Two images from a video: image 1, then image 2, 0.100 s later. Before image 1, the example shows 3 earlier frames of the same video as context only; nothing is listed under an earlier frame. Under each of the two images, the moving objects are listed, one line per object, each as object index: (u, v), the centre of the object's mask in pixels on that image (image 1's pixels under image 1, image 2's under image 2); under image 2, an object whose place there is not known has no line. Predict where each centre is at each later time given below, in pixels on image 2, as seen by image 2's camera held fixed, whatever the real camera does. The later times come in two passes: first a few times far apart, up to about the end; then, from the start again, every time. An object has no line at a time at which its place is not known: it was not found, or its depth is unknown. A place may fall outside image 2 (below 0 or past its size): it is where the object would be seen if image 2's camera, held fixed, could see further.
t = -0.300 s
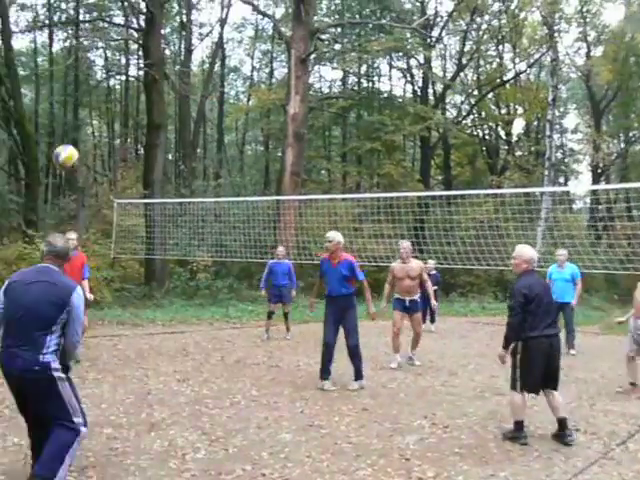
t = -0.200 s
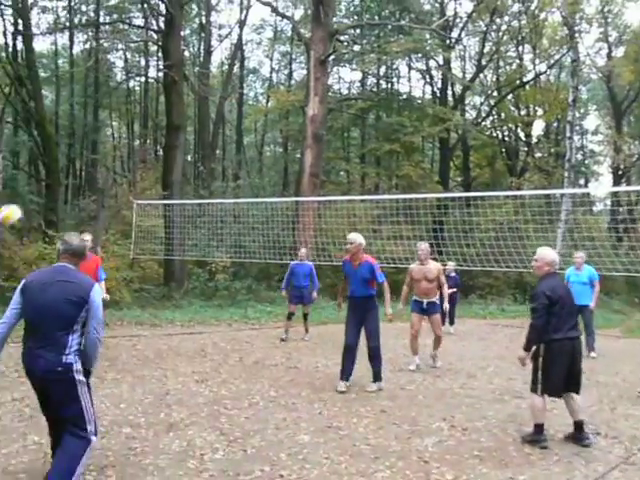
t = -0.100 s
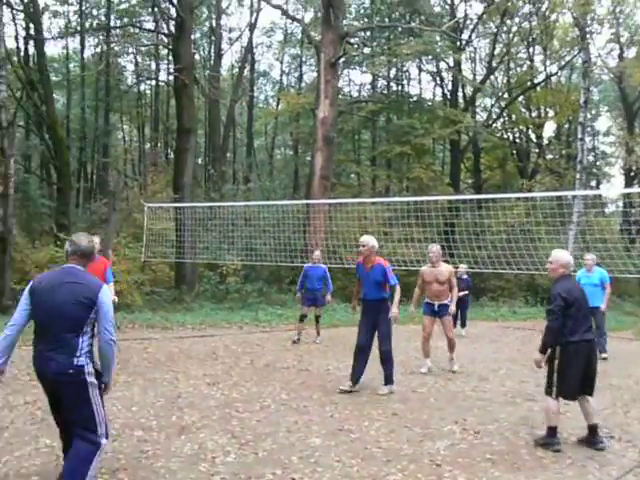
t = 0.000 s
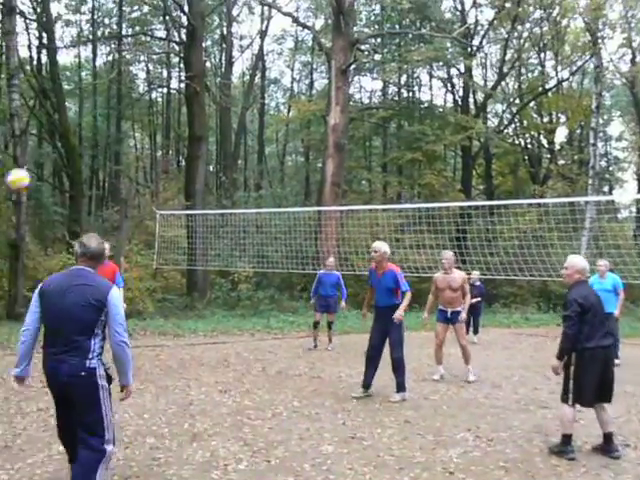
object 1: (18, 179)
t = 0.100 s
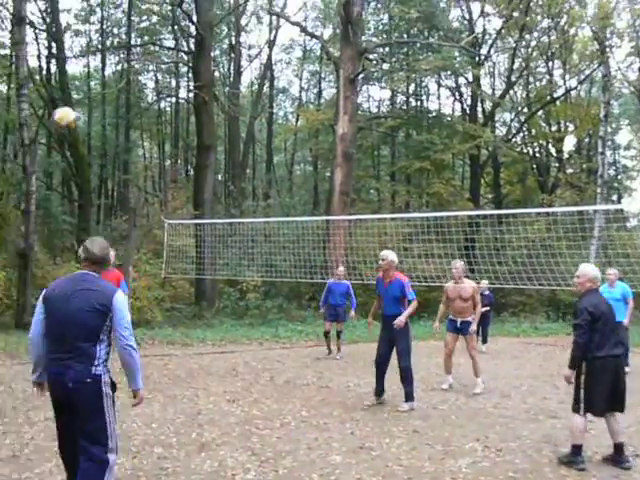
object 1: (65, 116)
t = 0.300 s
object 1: (130, 23)
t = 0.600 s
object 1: (211, -25)
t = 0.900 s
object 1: (275, 23)
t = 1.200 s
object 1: (332, 134)
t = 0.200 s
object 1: (100, 63)
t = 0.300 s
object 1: (130, 23)
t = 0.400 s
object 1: (159, -3)
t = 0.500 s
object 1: (186, -17)
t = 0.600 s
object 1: (211, -25)
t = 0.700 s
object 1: (233, -15)
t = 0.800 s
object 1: (256, 0)
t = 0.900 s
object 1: (275, 23)
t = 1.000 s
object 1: (295, 54)
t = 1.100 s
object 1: (312, 93)
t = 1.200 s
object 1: (332, 134)
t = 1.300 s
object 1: (349, 188)
